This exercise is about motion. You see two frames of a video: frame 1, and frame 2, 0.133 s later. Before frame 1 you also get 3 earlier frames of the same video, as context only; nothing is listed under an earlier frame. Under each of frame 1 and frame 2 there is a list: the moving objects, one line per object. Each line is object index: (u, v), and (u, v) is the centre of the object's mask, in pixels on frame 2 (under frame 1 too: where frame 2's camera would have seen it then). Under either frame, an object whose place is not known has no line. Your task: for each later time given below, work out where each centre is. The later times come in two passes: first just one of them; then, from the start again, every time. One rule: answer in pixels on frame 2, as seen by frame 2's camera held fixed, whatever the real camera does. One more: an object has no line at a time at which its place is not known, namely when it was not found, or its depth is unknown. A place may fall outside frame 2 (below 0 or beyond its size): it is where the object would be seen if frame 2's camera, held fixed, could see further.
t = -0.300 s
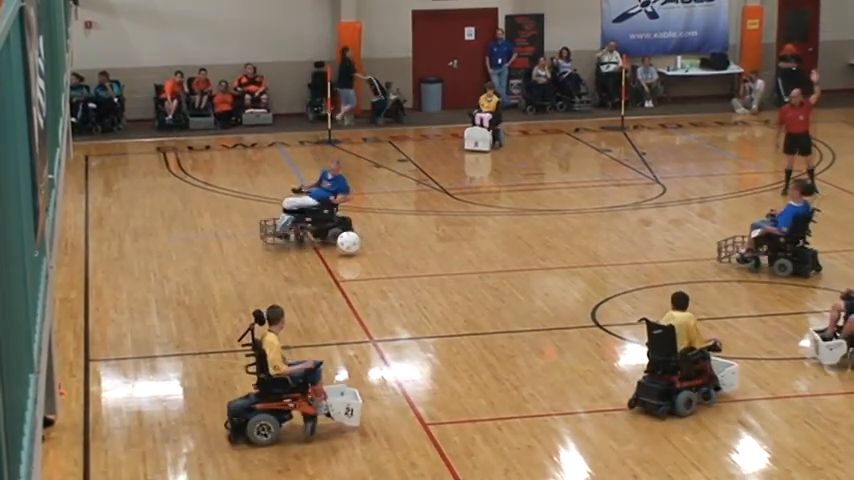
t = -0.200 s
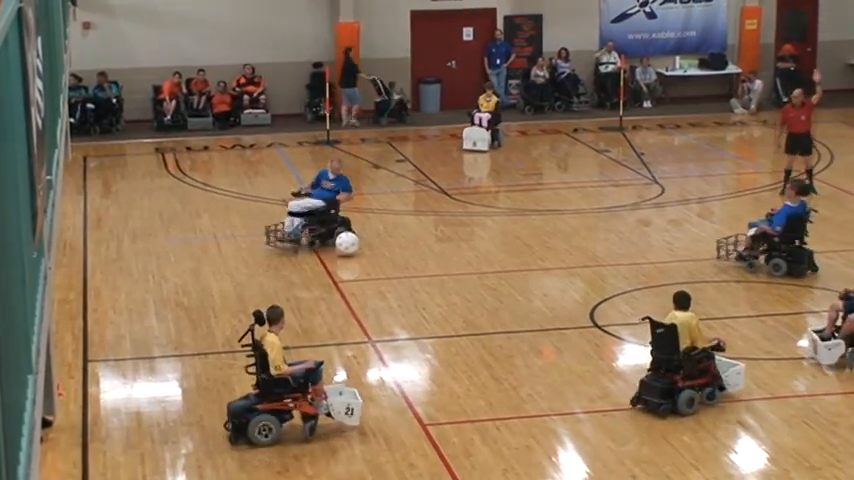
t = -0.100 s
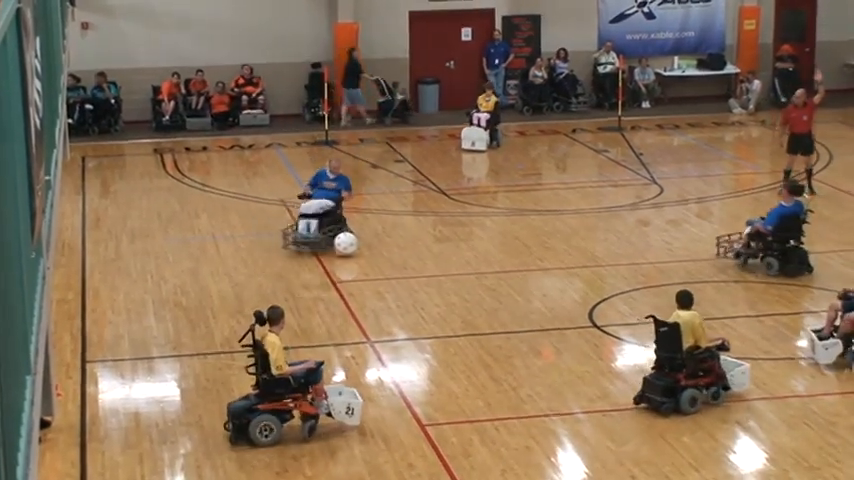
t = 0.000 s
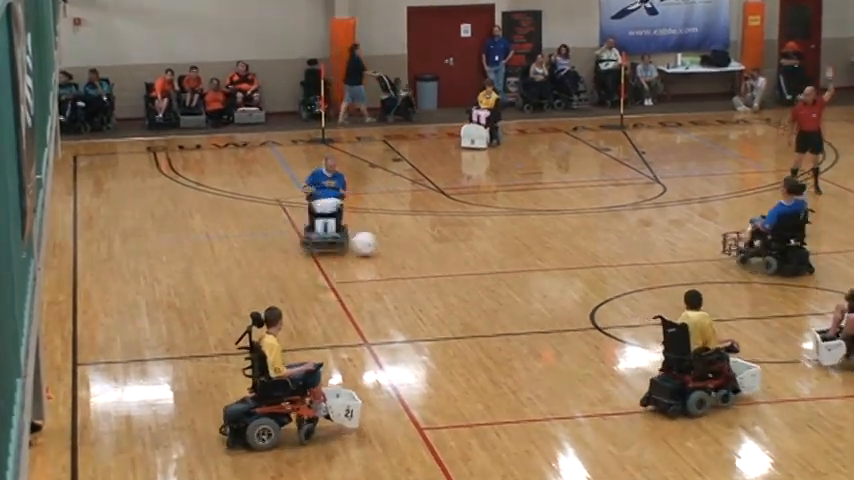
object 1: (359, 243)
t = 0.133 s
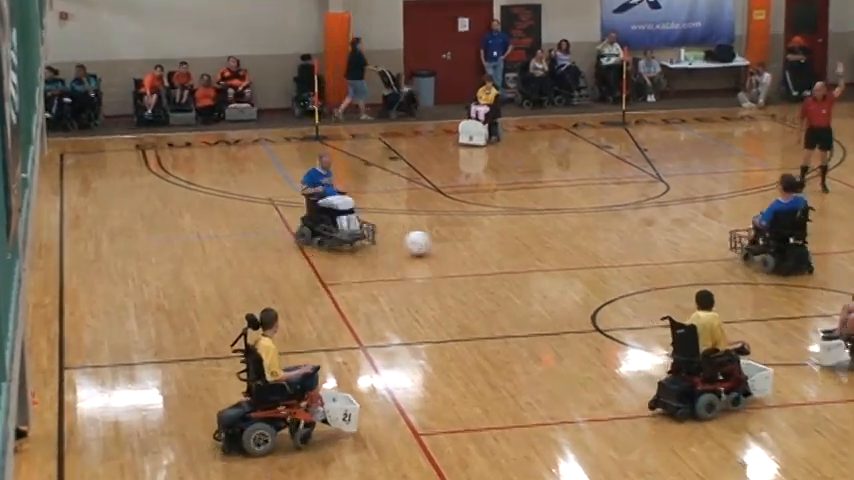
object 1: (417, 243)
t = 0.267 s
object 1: (470, 243)
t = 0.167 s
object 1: (431, 243)
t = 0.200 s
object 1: (444, 243)
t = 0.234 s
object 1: (457, 243)
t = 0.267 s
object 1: (470, 243)
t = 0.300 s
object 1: (482, 243)
